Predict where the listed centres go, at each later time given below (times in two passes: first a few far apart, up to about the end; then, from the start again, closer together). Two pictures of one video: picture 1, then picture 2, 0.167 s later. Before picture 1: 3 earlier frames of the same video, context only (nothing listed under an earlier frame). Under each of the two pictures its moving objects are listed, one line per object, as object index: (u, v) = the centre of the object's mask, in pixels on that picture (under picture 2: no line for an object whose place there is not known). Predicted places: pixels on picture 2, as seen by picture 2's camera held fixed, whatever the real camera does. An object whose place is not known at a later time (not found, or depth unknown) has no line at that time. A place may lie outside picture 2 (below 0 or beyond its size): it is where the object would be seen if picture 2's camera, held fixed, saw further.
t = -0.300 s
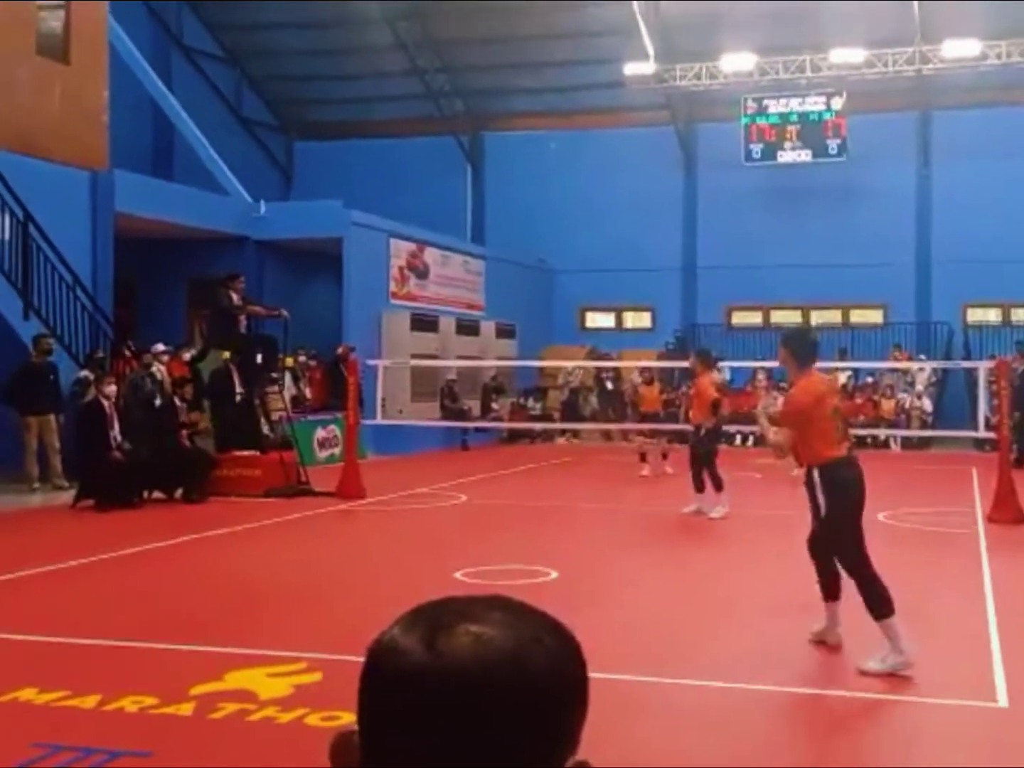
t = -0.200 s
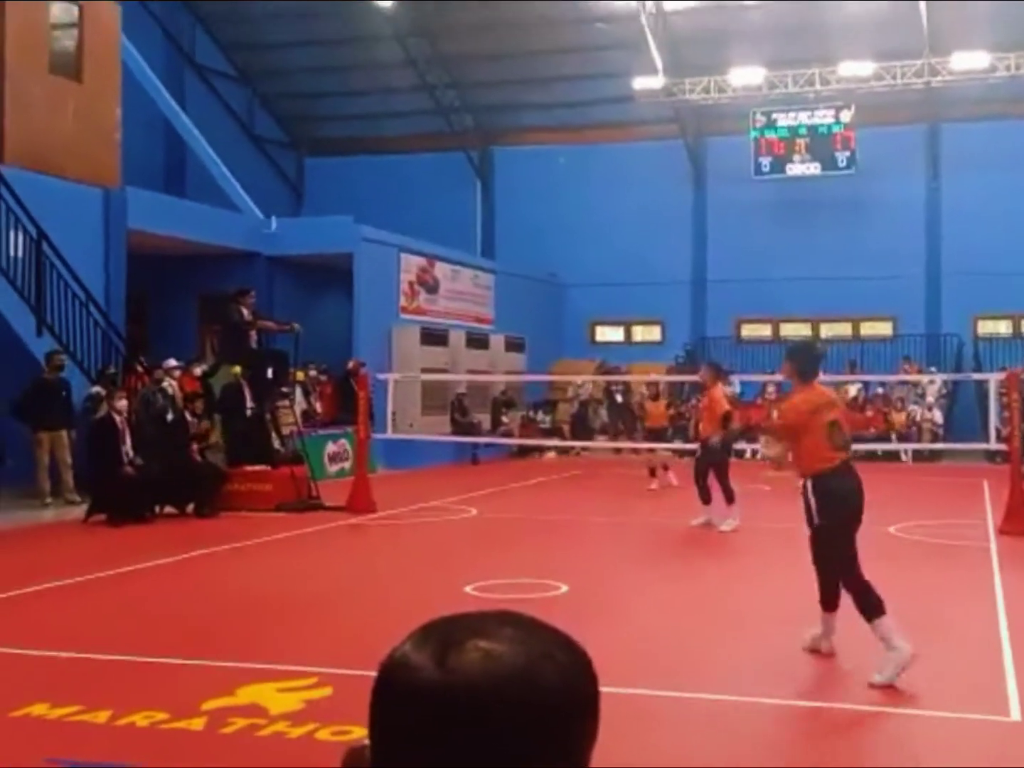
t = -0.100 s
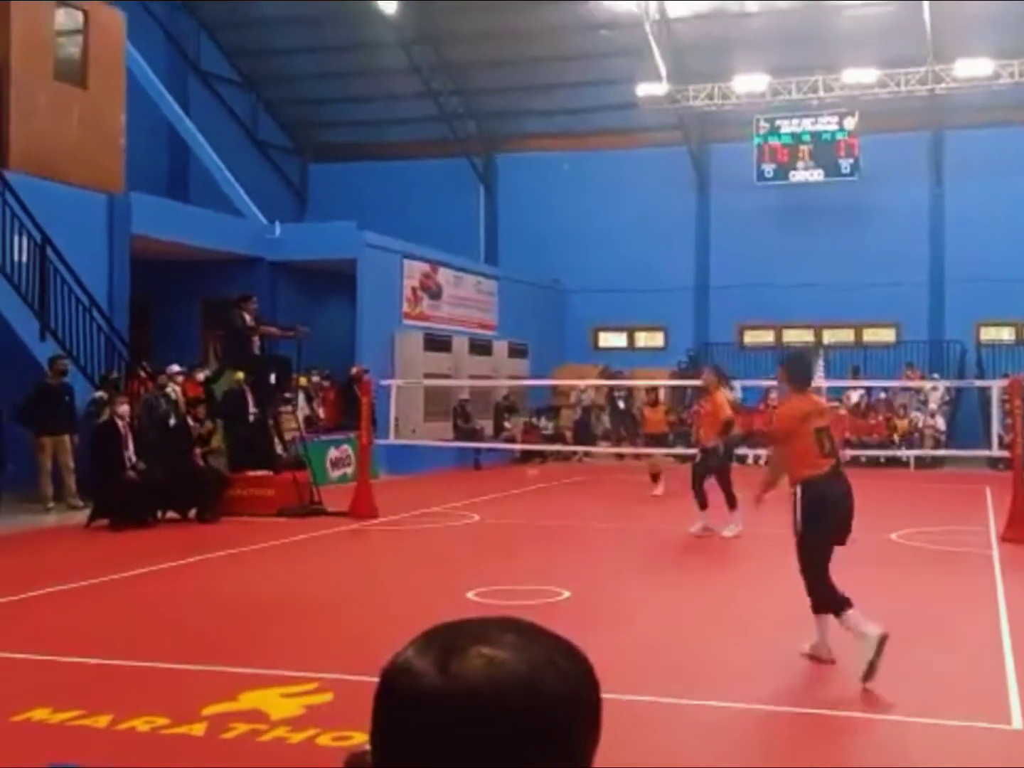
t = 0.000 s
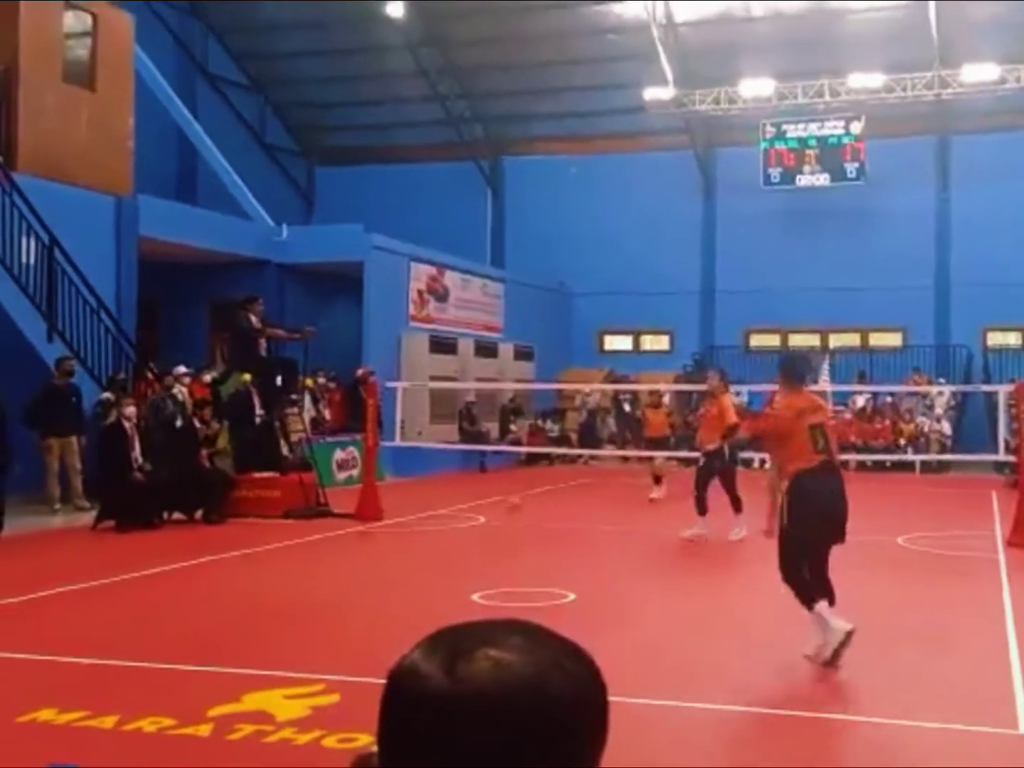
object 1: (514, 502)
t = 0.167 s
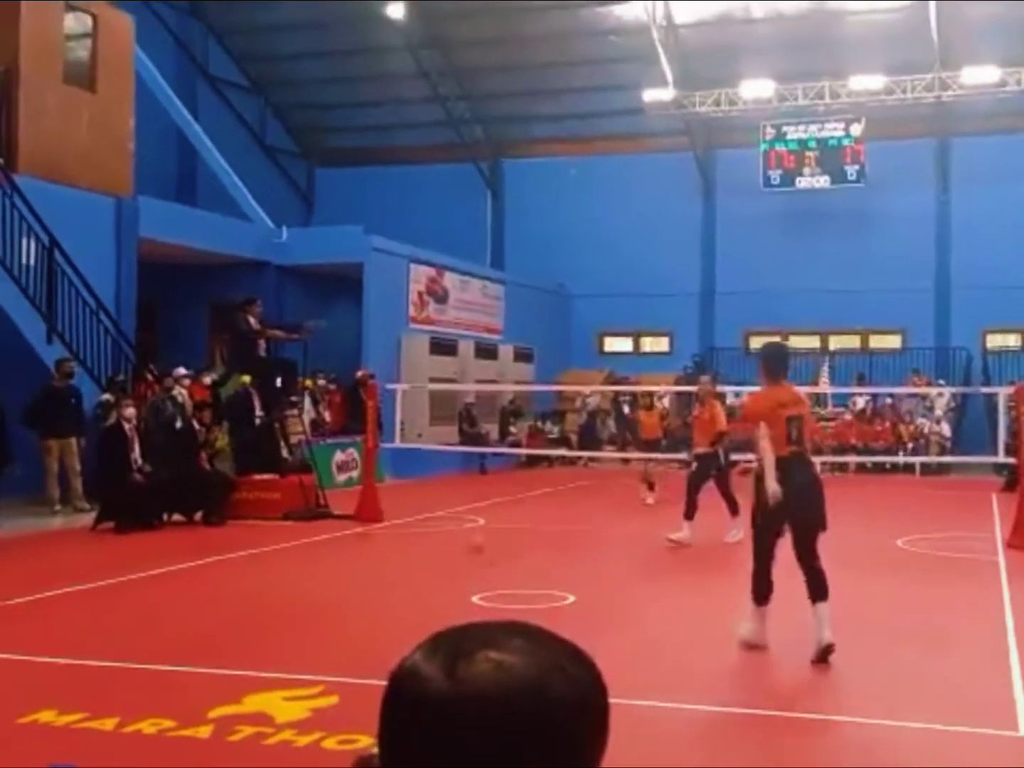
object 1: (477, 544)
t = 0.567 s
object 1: (380, 555)
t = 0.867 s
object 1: (298, 562)
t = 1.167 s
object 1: (208, 583)
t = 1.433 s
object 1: (114, 611)
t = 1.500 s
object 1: (90, 613)
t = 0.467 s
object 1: (405, 533)
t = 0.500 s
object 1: (396, 542)
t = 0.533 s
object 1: (389, 546)
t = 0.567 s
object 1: (380, 555)
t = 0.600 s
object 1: (371, 569)
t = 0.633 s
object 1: (362, 571)
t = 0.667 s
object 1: (353, 565)
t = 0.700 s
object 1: (344, 560)
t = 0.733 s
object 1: (336, 559)
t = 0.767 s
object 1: (326, 557)
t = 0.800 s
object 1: (318, 556)
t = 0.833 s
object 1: (306, 559)
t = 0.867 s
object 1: (298, 562)
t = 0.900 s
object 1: (289, 568)
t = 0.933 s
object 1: (279, 576)
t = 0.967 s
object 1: (269, 587)
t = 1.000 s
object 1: (258, 589)
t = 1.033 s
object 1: (248, 583)
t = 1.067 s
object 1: (239, 580)
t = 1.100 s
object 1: (229, 580)
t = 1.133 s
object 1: (219, 581)
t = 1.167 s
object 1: (208, 583)
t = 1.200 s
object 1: (196, 588)
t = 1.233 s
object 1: (188, 595)
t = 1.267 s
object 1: (176, 604)
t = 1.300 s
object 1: (165, 602)
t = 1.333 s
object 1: (153, 602)
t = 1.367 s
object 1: (140, 604)
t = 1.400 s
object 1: (128, 607)
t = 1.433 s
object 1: (114, 611)
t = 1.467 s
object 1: (103, 612)
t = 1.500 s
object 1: (90, 613)
